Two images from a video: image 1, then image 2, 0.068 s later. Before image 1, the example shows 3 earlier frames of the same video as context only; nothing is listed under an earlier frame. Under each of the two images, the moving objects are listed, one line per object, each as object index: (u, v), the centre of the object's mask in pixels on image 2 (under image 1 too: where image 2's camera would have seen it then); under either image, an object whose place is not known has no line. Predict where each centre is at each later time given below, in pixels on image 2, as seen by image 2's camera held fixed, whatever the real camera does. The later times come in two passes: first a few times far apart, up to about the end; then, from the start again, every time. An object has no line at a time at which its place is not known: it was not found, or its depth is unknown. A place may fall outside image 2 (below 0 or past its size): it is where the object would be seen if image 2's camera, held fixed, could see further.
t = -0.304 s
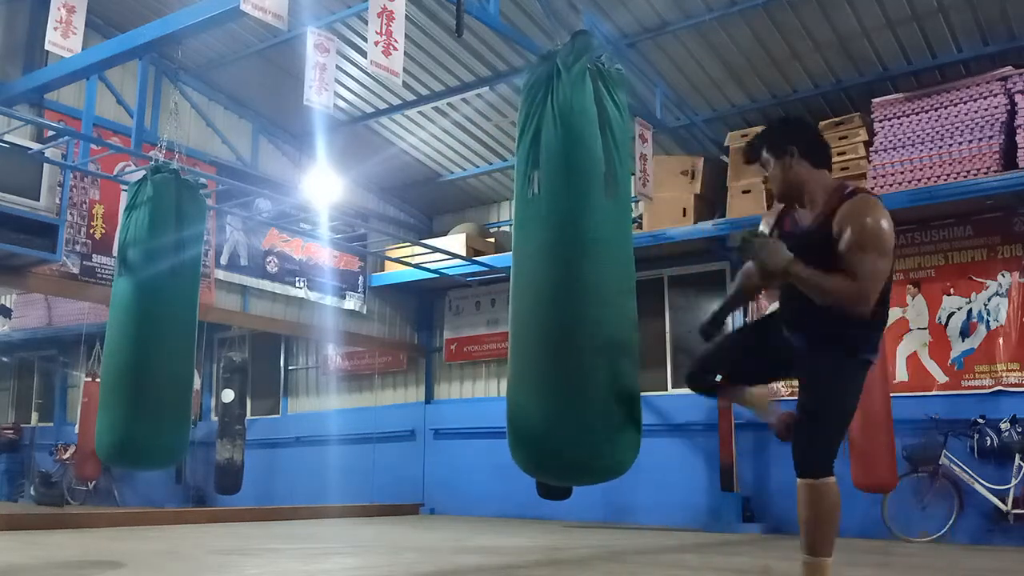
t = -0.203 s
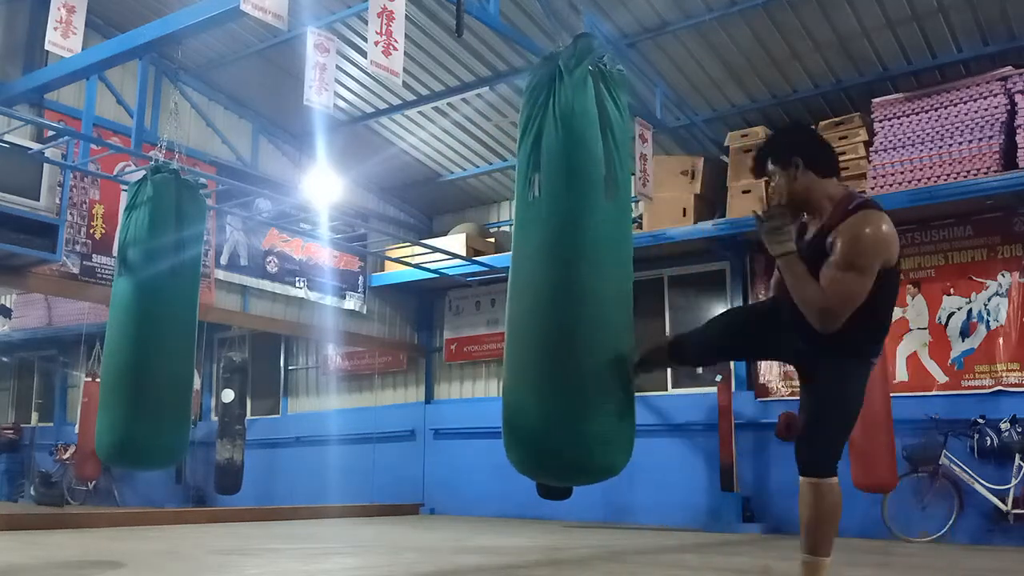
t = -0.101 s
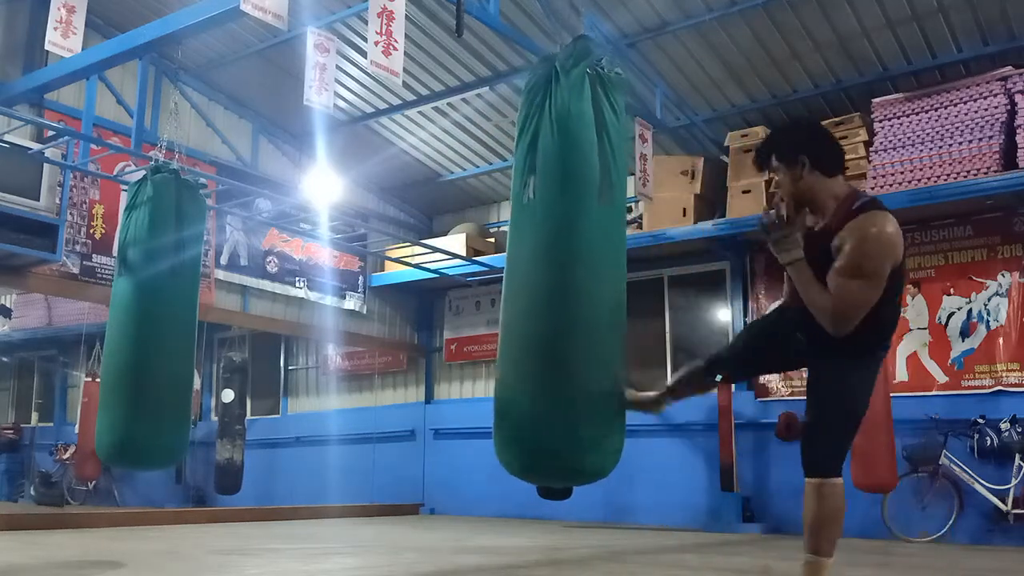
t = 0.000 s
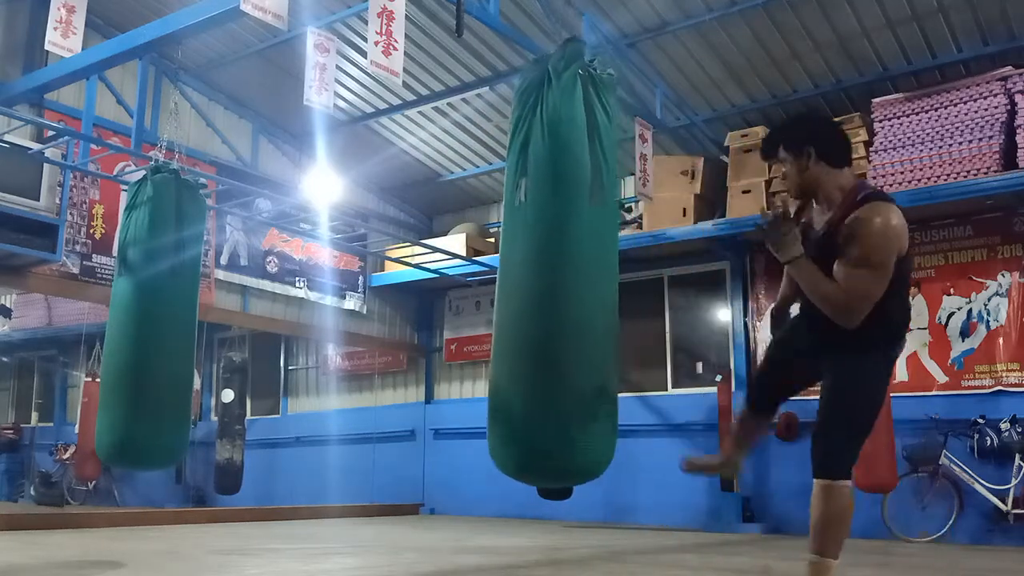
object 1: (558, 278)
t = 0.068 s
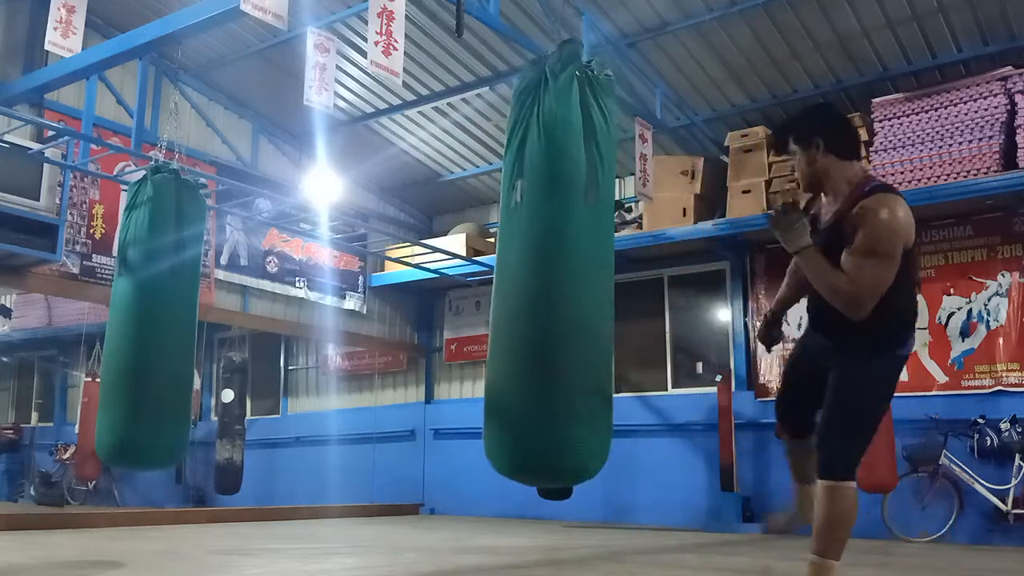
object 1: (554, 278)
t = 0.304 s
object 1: (548, 279)
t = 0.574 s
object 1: (549, 282)
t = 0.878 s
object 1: (557, 283)
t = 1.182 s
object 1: (573, 283)
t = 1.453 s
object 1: (589, 284)
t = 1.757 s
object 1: (602, 279)
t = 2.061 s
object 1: (607, 276)
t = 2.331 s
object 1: (600, 274)
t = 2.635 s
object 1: (583, 277)
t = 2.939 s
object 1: (564, 279)
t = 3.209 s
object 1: (552, 281)
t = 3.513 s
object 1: (548, 283)
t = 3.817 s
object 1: (555, 284)
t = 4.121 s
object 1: (568, 284)
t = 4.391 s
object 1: (583, 285)
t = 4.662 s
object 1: (599, 280)
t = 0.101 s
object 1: (554, 279)
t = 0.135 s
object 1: (552, 279)
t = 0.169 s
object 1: (552, 279)
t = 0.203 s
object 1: (551, 279)
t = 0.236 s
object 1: (550, 279)
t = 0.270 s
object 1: (549, 279)
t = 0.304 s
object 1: (548, 279)
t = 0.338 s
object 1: (548, 279)
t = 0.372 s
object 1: (547, 280)
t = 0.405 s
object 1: (547, 280)
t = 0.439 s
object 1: (547, 280)
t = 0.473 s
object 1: (547, 281)
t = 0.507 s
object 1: (548, 282)
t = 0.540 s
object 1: (548, 282)
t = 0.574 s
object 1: (549, 282)
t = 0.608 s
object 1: (549, 282)
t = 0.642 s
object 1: (550, 281)
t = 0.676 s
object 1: (550, 282)
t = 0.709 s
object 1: (551, 282)
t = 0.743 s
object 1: (551, 282)
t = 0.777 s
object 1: (553, 282)
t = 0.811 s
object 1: (554, 282)
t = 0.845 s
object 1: (556, 282)
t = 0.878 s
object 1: (557, 283)
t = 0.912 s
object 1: (559, 283)
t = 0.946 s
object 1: (560, 283)
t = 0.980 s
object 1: (562, 283)
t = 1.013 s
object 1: (564, 283)
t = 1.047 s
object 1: (565, 283)
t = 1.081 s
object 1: (567, 283)
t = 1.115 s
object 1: (569, 283)
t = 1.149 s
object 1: (571, 284)
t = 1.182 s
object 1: (573, 283)
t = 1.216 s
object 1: (574, 284)
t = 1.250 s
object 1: (577, 283)
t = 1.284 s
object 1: (579, 284)
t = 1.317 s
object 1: (581, 283)
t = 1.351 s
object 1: (583, 283)
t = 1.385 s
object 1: (585, 284)
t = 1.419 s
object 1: (587, 284)
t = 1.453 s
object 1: (589, 284)
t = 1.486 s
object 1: (590, 284)
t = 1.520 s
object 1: (592, 285)
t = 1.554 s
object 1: (594, 286)
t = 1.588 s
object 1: (595, 286)
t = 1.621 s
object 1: (598, 280)
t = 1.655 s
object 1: (600, 279)
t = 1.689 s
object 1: (601, 279)
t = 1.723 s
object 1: (602, 278)
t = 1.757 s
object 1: (602, 279)
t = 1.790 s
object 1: (603, 278)
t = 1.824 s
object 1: (605, 277)
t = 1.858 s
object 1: (606, 277)
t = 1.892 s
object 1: (606, 277)
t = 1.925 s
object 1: (606, 277)
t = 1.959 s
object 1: (607, 277)
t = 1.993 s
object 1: (607, 276)
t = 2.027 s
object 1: (607, 276)
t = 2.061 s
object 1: (607, 276)
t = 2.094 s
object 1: (607, 276)
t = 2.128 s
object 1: (606, 275)
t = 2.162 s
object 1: (606, 275)
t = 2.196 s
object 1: (605, 275)
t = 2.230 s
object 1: (605, 275)
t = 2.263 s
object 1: (603, 275)
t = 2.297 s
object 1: (602, 274)
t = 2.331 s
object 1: (600, 274)
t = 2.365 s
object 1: (600, 274)
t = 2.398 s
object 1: (597, 274)
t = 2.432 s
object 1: (595, 274)
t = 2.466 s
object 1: (593, 275)
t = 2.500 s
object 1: (592, 274)
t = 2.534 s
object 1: (589, 274)
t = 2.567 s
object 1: (587, 278)
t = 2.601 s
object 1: (584, 278)
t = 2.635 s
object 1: (583, 277)
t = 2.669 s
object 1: (581, 277)
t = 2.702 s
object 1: (578, 277)
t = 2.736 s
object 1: (576, 277)
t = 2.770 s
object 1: (574, 277)
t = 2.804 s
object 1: (572, 278)
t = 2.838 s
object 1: (570, 278)
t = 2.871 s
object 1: (567, 278)
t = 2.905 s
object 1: (566, 278)
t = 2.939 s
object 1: (564, 279)
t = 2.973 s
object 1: (562, 279)
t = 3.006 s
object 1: (560, 279)
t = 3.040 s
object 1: (558, 279)
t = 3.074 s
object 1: (558, 280)
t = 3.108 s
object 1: (556, 280)
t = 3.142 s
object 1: (555, 280)
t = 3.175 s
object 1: (554, 281)
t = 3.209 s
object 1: (552, 281)
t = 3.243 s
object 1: (551, 282)
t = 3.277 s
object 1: (550, 282)
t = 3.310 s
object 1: (550, 282)
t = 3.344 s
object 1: (549, 282)
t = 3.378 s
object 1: (548, 282)
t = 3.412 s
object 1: (548, 282)
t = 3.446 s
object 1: (549, 283)
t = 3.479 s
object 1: (549, 283)
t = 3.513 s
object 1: (548, 283)
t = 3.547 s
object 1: (548, 283)
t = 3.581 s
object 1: (549, 283)
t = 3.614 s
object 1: (549, 283)
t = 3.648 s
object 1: (550, 284)
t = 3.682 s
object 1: (550, 284)
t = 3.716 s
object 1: (551, 284)
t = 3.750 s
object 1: (553, 284)
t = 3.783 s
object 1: (553, 283)
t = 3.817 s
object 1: (555, 284)
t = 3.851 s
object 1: (555, 284)
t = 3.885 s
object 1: (557, 284)
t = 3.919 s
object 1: (559, 284)
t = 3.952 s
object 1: (560, 283)
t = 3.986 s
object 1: (562, 283)
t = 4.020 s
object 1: (563, 283)
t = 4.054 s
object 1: (565, 284)
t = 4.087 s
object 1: (567, 284)
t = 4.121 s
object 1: (568, 284)
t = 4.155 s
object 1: (571, 284)
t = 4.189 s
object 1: (572, 284)
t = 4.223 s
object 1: (574, 284)
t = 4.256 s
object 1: (576, 284)
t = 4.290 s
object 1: (578, 284)
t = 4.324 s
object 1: (580, 285)
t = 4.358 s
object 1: (581, 284)
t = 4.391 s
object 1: (583, 285)
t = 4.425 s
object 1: (586, 284)
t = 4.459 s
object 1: (588, 284)
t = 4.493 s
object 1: (589, 285)
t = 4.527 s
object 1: (591, 285)
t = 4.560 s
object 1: (592, 287)
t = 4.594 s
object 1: (593, 287)
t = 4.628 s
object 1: (595, 287)
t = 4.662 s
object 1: (599, 280)
